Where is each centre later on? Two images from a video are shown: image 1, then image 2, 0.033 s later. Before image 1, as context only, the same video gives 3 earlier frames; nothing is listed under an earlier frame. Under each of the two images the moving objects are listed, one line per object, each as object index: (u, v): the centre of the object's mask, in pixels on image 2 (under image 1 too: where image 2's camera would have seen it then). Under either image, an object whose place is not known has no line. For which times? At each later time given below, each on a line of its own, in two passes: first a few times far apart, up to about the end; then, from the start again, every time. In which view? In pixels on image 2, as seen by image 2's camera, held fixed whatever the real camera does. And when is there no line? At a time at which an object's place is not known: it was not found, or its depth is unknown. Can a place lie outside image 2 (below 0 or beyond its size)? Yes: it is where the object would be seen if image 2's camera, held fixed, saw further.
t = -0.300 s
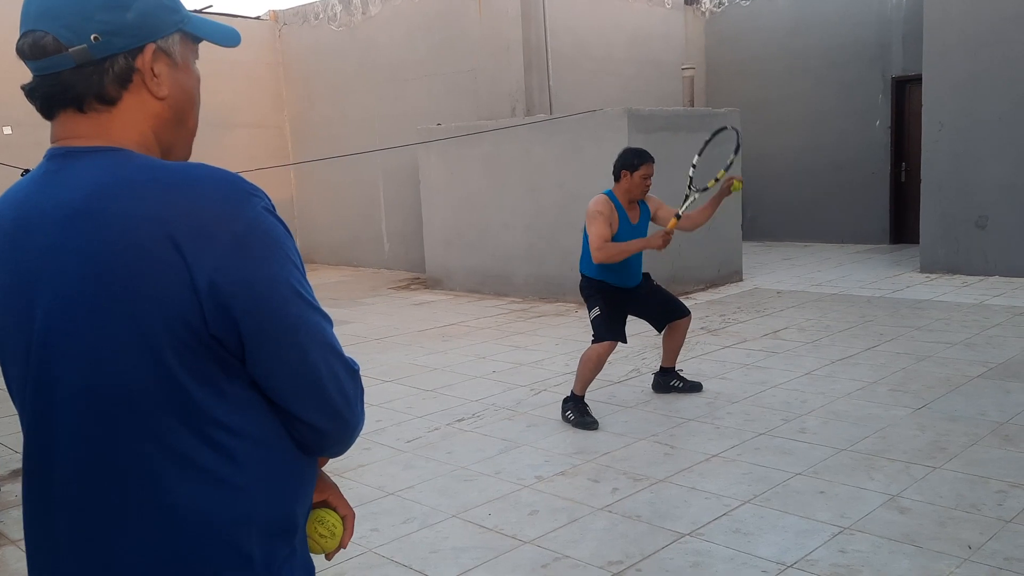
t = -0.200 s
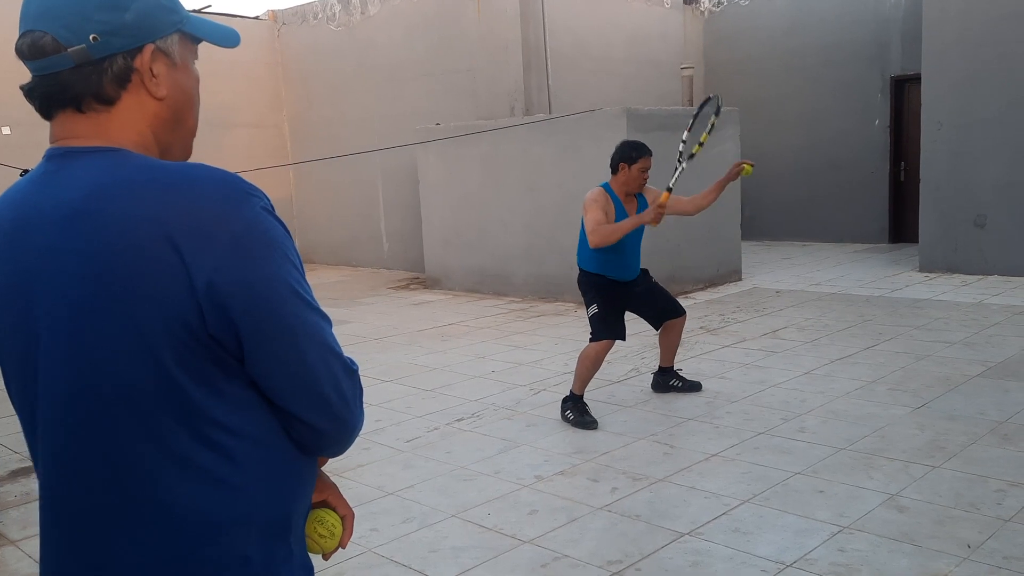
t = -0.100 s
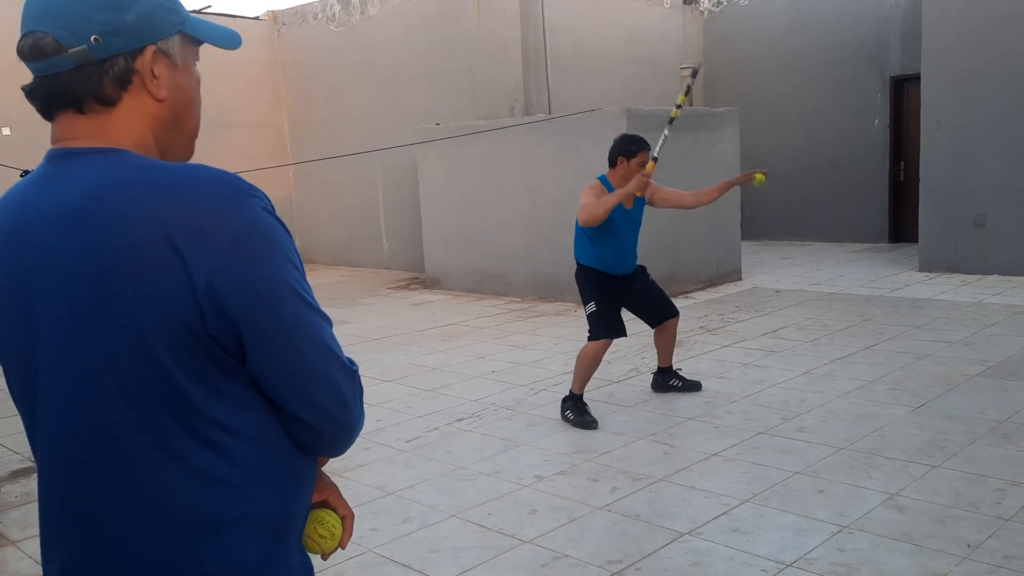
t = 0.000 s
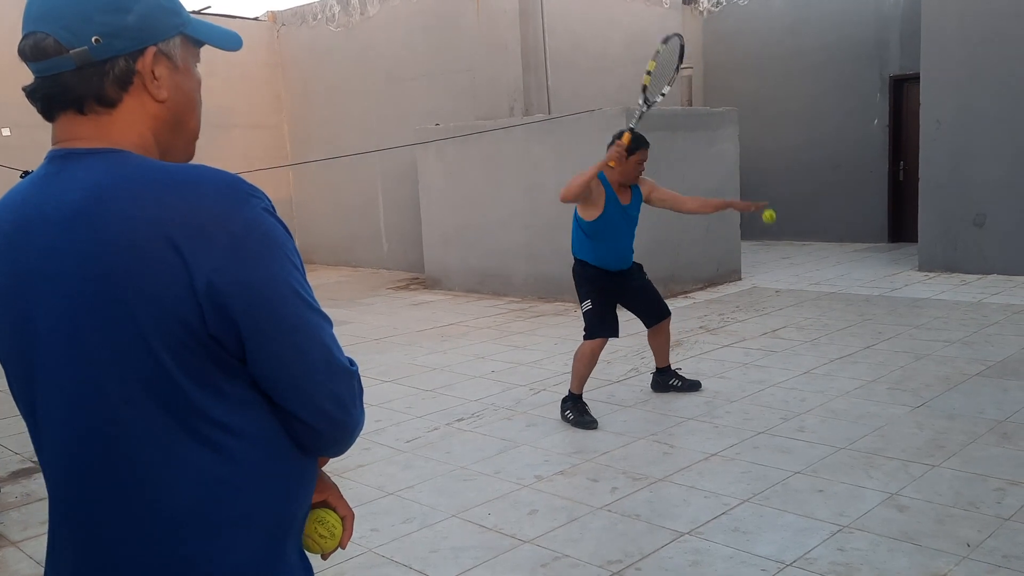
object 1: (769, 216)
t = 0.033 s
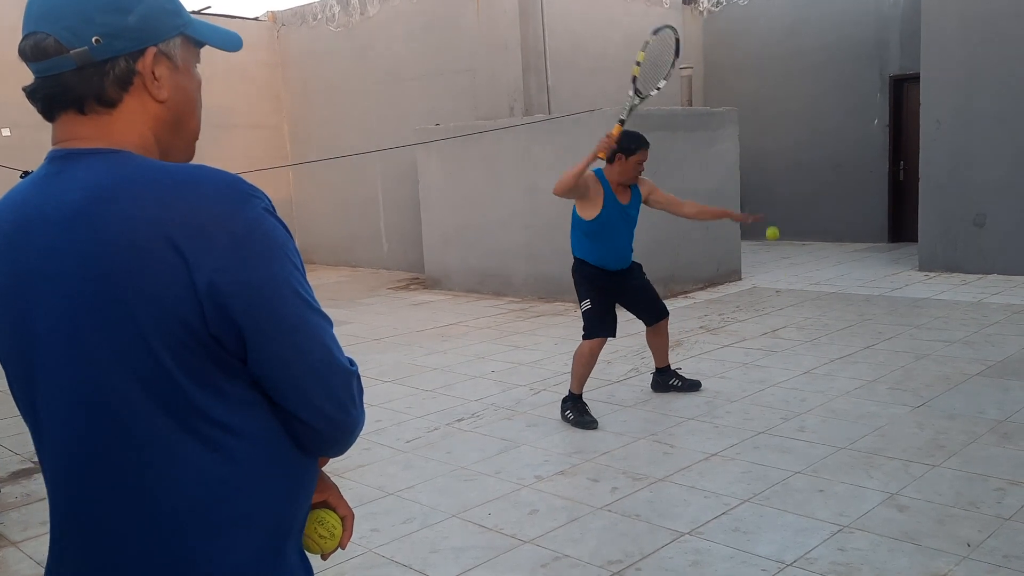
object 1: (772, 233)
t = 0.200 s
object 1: (790, 351)
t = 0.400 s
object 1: (796, 318)
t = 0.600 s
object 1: (797, 266)
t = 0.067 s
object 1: (776, 253)
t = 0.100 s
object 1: (779, 274)
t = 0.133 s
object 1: (783, 298)
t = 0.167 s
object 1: (786, 324)
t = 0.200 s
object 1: (790, 351)
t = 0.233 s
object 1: (794, 381)
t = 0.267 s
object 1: (796, 391)
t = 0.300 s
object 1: (796, 370)
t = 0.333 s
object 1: (796, 351)
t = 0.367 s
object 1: (796, 333)
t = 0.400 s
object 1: (796, 318)
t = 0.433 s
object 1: (796, 304)
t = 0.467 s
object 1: (796, 293)
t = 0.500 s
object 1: (796, 283)
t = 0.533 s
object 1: (797, 276)
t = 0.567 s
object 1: (797, 270)
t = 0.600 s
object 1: (797, 266)
